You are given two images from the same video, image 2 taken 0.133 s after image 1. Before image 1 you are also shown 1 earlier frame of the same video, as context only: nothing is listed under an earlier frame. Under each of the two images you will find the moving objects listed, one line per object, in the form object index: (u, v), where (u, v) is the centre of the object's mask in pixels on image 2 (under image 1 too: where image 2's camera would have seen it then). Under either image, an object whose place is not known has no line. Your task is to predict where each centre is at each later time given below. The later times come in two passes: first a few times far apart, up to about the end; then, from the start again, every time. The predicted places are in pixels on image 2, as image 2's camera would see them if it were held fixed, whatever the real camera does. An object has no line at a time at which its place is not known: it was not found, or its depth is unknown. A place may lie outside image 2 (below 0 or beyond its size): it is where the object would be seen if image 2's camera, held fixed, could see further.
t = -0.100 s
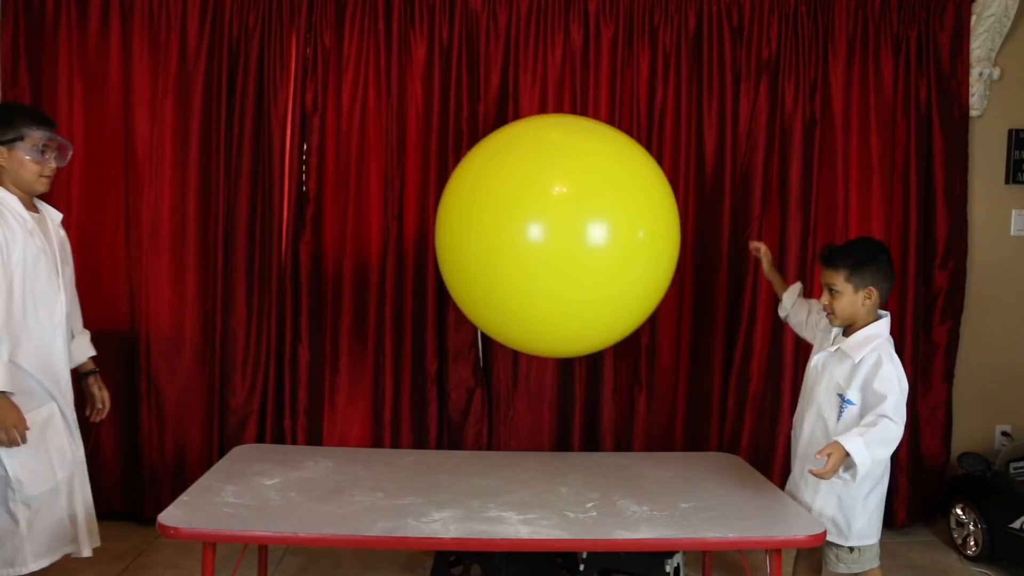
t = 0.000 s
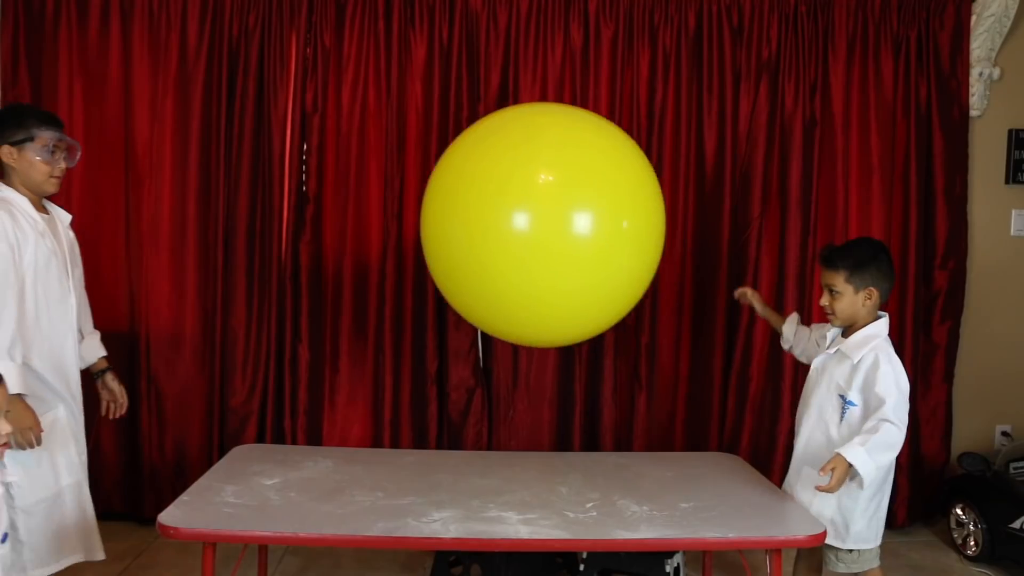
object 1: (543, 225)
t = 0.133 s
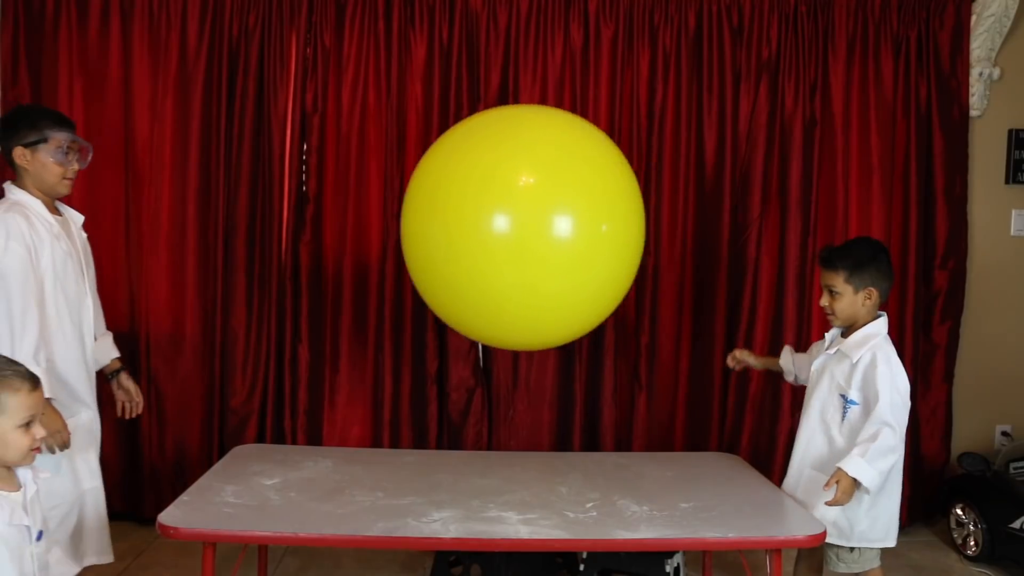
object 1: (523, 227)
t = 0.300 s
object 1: (498, 259)
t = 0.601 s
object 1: (453, 341)
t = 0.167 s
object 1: (518, 231)
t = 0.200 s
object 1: (513, 236)
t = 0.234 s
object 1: (508, 242)
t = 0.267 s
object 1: (503, 250)
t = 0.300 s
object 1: (498, 259)
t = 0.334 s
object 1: (493, 269)
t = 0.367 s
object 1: (488, 280)
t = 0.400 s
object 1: (482, 293)
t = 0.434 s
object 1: (477, 307)
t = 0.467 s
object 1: (473, 322)
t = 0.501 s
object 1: (468, 337)
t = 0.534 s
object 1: (463, 352)
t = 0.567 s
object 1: (458, 355)
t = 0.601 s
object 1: (453, 341)
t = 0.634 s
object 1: (448, 327)
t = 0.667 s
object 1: (442, 315)
